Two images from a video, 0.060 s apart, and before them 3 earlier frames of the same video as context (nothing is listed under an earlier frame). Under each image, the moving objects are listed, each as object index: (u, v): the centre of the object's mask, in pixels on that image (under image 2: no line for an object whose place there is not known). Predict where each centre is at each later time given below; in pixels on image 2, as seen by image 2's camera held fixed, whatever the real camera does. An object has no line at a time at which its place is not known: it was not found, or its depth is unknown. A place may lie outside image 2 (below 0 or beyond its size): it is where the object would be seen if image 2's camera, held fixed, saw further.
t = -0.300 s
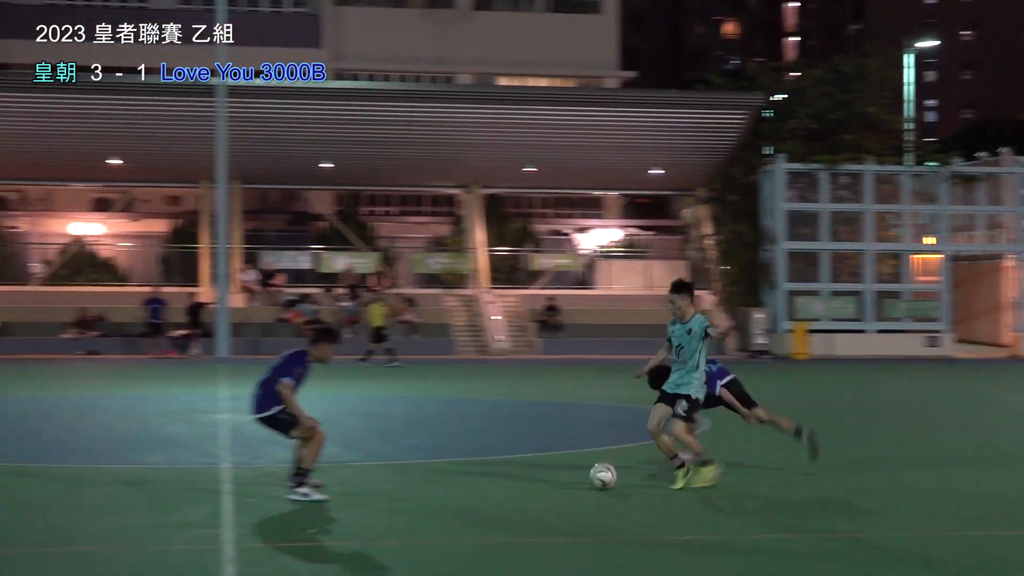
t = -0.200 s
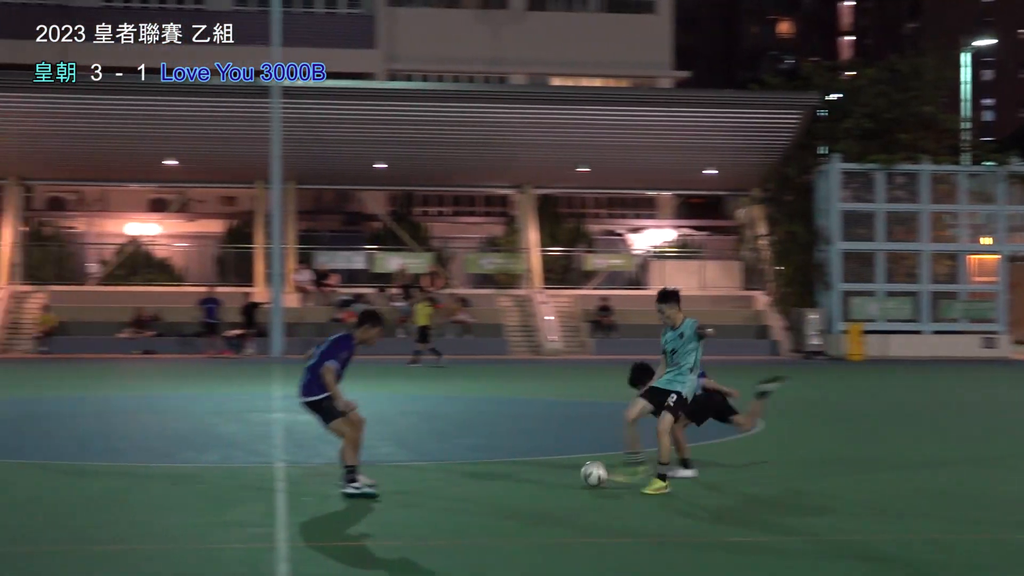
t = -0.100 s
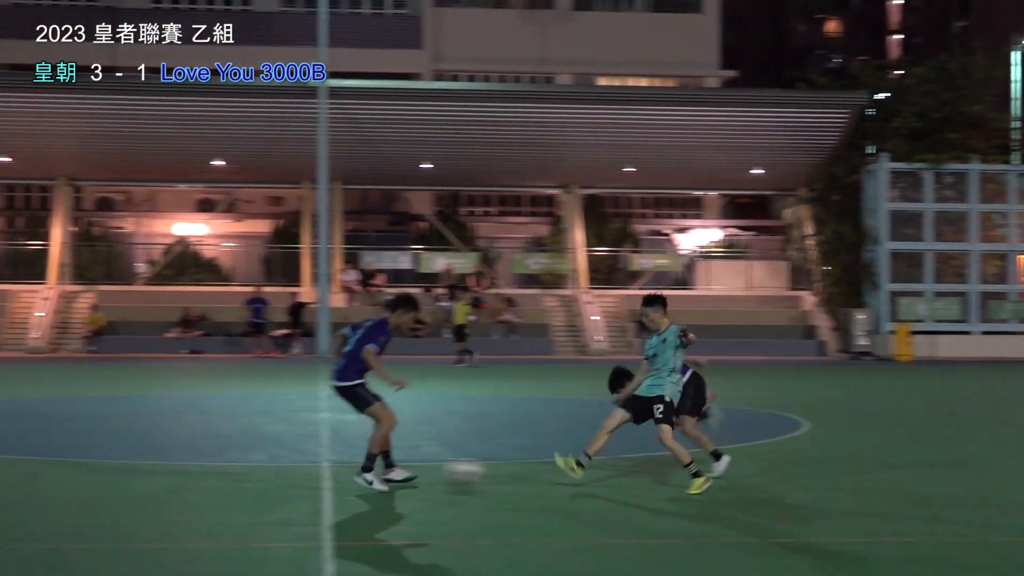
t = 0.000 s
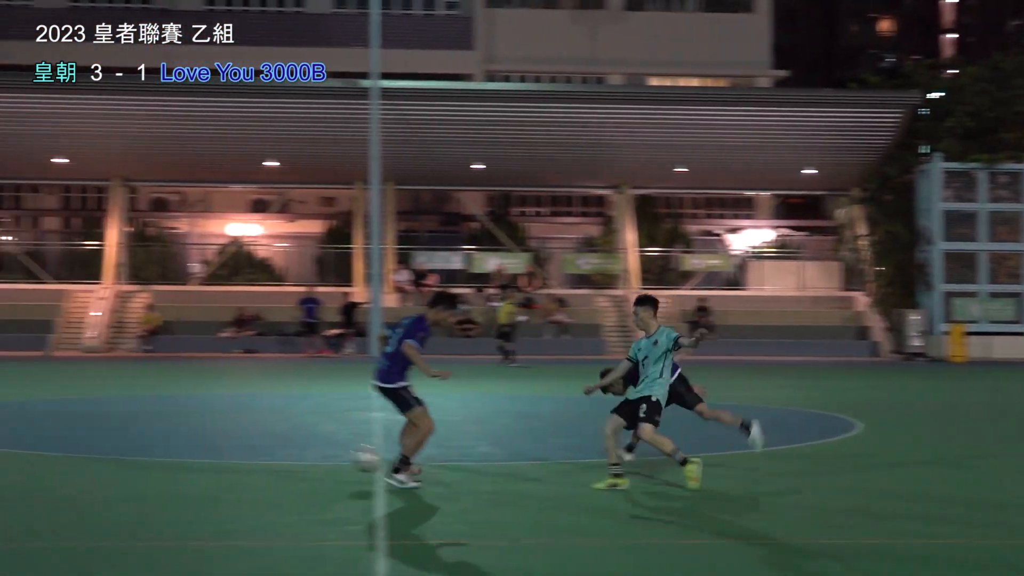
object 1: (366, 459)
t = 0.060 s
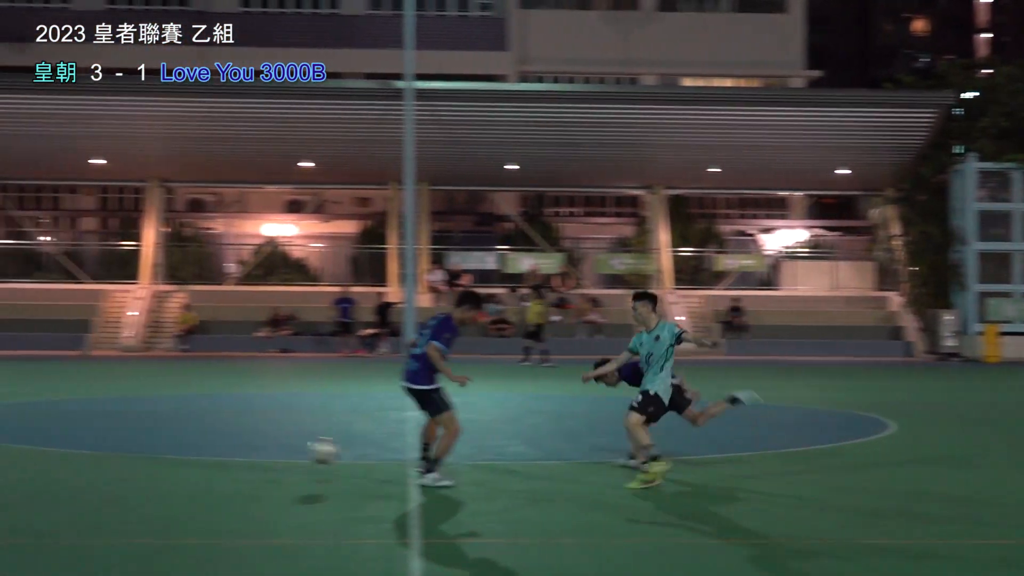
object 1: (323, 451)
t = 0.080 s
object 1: (297, 450)
